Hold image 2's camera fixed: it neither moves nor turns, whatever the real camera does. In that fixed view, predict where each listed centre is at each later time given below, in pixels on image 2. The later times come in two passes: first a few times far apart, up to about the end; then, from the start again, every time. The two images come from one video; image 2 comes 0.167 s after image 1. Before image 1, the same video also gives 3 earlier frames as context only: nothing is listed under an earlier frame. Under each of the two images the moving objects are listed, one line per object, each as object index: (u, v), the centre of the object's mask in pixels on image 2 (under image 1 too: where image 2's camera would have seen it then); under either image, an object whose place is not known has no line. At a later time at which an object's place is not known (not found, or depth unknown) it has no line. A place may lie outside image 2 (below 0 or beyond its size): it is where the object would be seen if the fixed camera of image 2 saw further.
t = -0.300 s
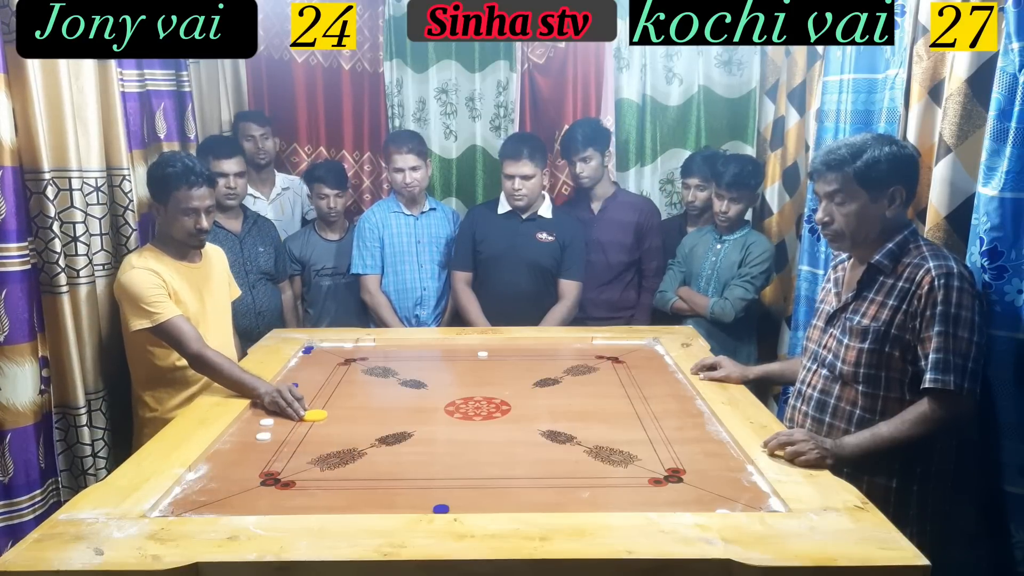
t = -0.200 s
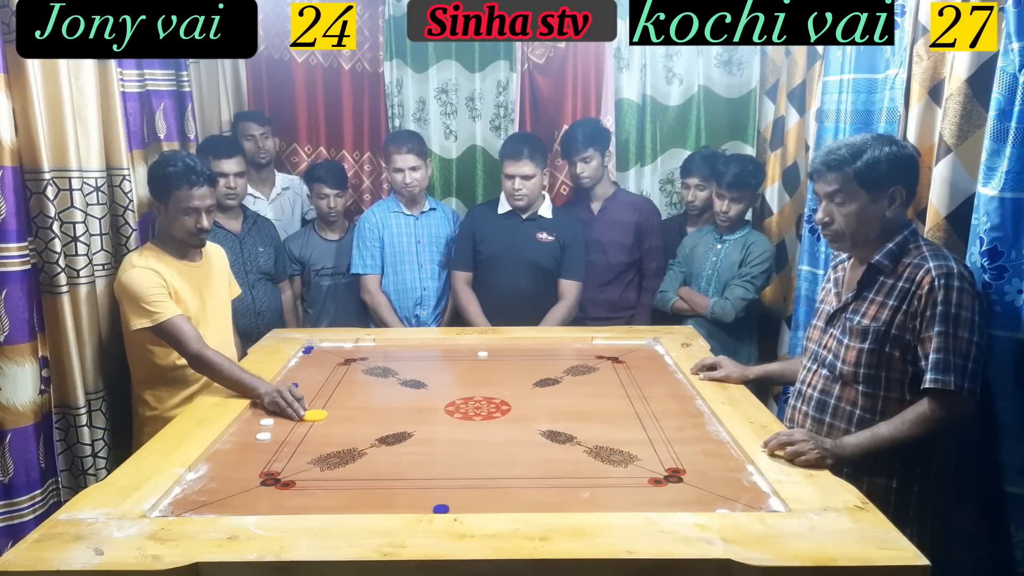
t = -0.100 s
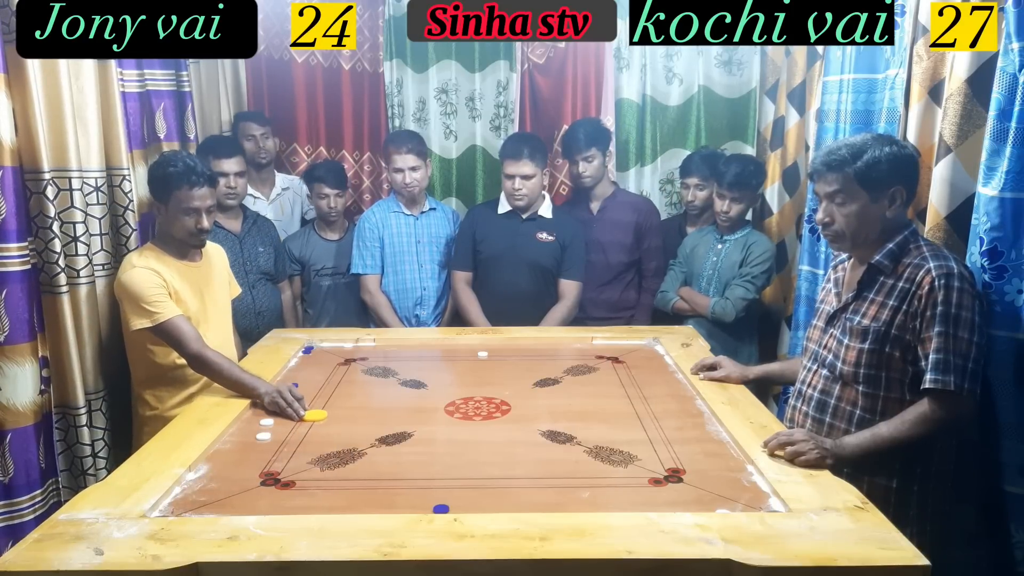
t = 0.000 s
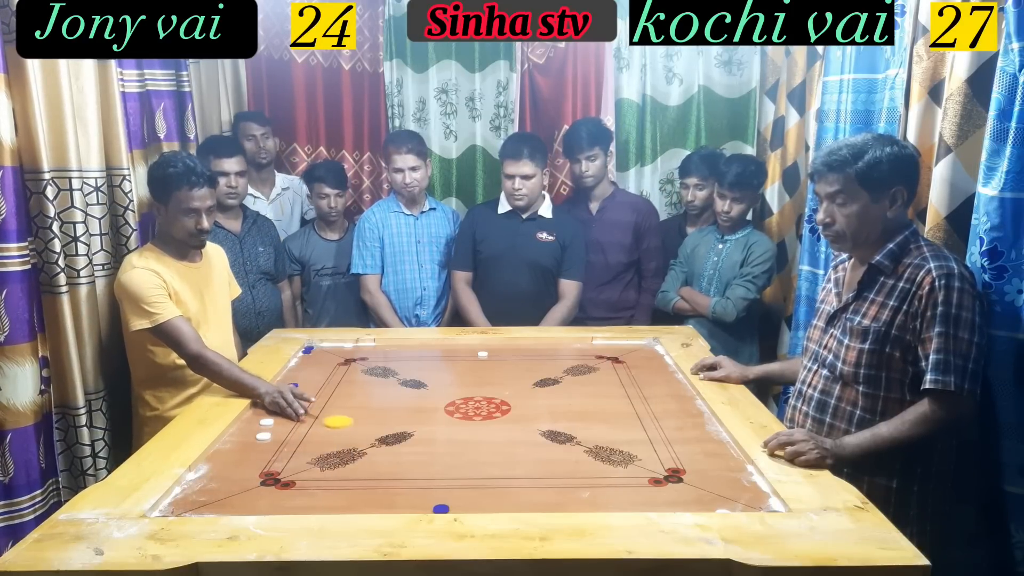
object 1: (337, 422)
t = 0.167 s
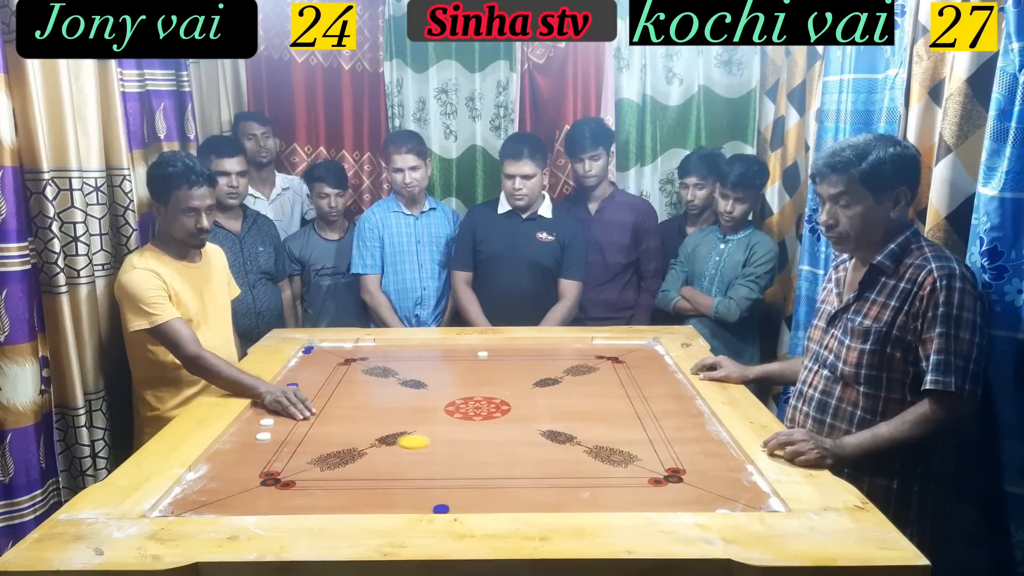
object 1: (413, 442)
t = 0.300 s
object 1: (475, 457)
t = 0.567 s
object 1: (597, 487)
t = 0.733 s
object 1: (669, 503)
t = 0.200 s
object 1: (429, 446)
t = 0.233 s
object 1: (444, 450)
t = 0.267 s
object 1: (459, 454)
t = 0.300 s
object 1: (475, 457)
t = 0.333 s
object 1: (490, 461)
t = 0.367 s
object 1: (505, 465)
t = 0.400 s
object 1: (521, 469)
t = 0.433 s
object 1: (536, 473)
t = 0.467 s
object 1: (551, 476)
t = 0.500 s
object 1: (567, 480)
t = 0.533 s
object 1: (582, 484)
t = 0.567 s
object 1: (597, 487)
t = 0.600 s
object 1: (611, 491)
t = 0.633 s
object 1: (626, 494)
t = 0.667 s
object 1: (641, 498)
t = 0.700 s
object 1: (655, 501)
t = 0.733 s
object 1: (669, 503)
